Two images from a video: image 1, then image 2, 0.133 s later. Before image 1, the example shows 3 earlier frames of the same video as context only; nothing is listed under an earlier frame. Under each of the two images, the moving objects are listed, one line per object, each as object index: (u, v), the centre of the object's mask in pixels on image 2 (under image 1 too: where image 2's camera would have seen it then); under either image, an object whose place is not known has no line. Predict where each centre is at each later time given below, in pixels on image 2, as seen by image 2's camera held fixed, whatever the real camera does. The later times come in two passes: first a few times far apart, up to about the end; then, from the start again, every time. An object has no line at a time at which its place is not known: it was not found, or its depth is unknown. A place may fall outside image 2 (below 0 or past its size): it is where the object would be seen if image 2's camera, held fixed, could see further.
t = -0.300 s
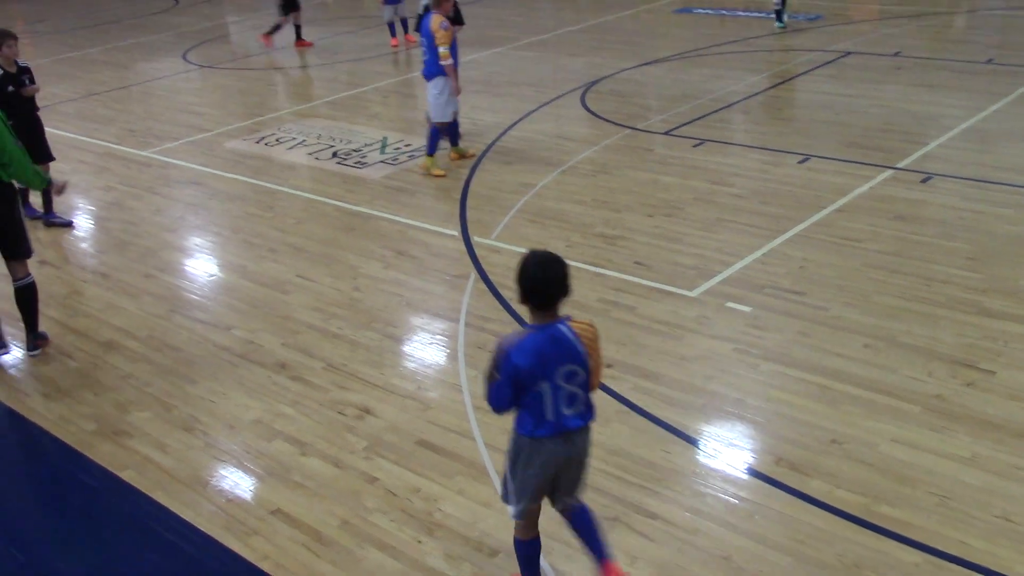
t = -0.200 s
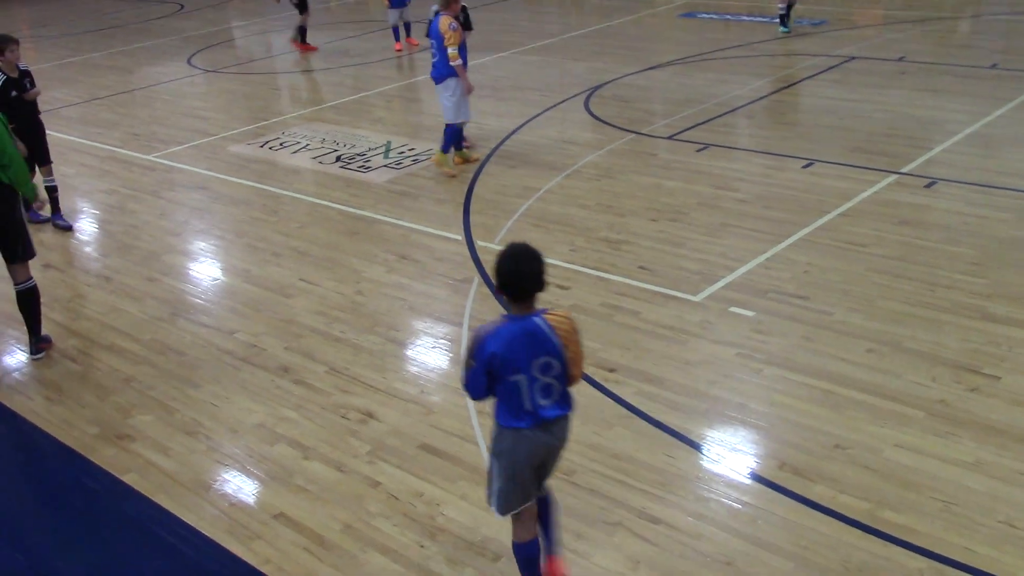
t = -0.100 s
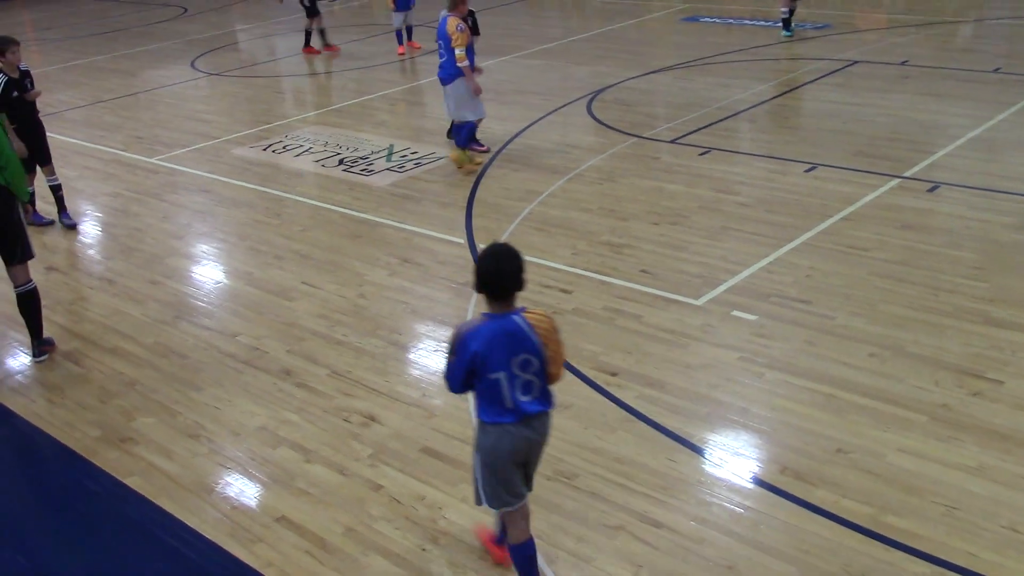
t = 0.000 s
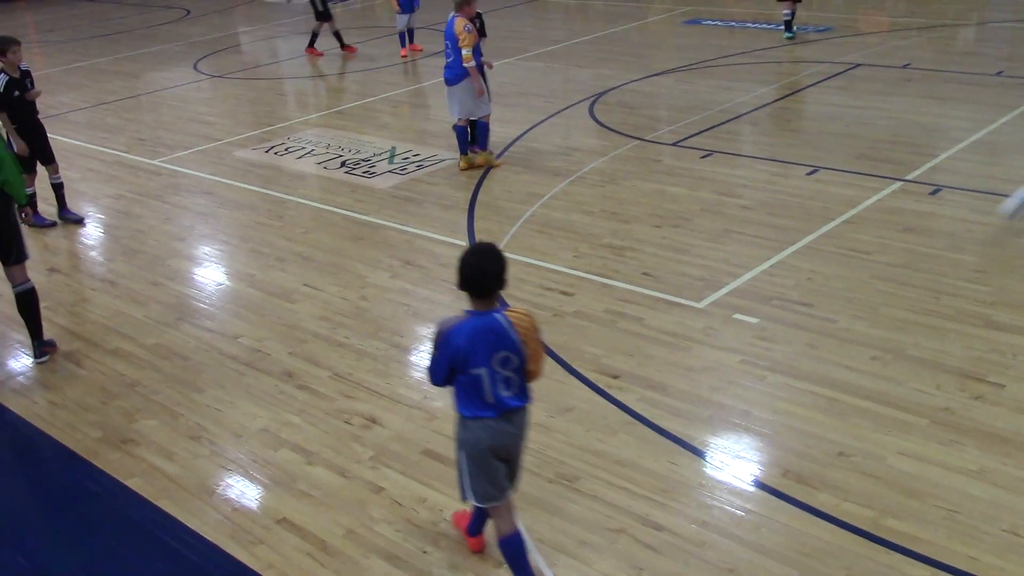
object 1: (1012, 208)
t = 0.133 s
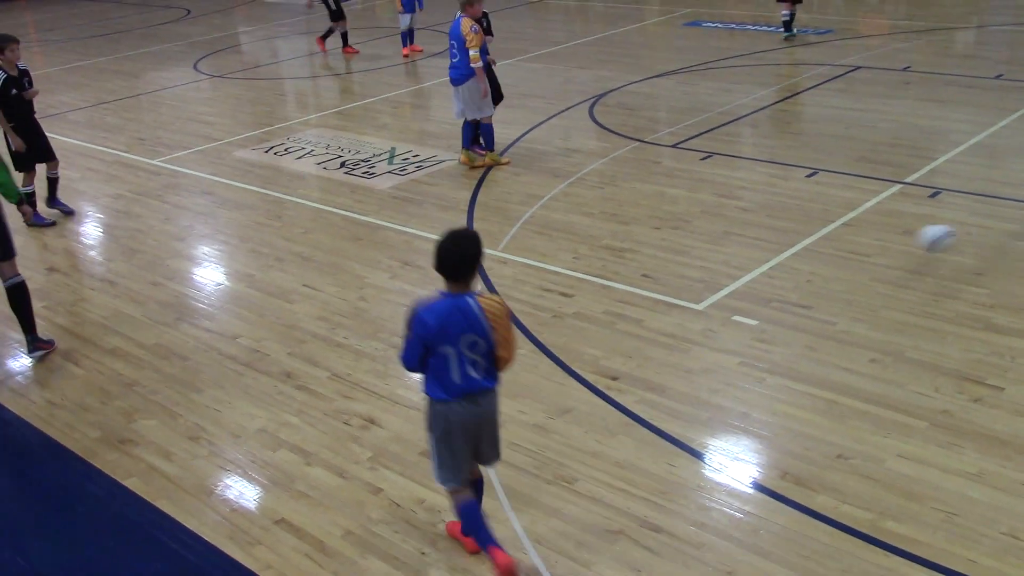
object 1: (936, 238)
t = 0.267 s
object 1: (860, 256)
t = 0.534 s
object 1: (678, 349)
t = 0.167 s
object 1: (919, 240)
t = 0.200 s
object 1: (900, 243)
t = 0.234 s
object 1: (880, 248)
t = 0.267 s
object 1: (860, 256)
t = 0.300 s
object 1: (841, 264)
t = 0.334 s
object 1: (818, 275)
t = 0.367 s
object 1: (798, 289)
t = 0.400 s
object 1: (775, 304)
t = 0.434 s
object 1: (750, 326)
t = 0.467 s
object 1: (728, 343)
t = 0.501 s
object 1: (702, 347)
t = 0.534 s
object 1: (678, 349)
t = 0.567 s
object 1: (653, 355)
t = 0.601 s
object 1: (627, 362)
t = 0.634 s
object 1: (602, 371)
